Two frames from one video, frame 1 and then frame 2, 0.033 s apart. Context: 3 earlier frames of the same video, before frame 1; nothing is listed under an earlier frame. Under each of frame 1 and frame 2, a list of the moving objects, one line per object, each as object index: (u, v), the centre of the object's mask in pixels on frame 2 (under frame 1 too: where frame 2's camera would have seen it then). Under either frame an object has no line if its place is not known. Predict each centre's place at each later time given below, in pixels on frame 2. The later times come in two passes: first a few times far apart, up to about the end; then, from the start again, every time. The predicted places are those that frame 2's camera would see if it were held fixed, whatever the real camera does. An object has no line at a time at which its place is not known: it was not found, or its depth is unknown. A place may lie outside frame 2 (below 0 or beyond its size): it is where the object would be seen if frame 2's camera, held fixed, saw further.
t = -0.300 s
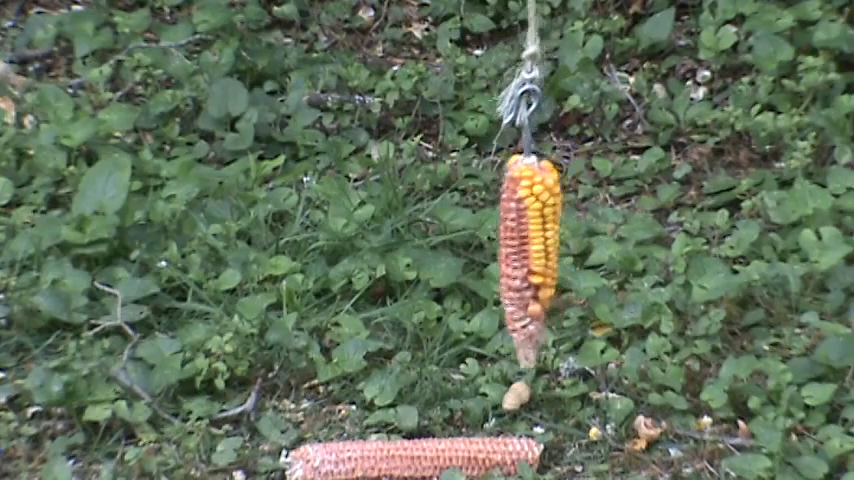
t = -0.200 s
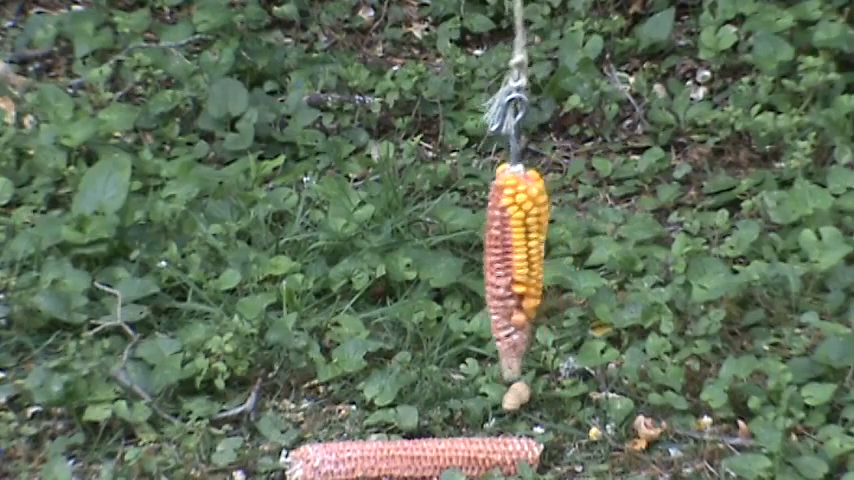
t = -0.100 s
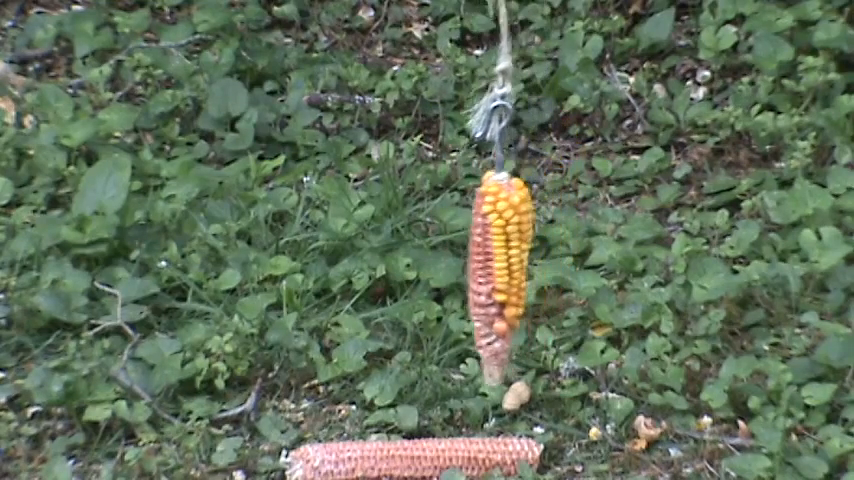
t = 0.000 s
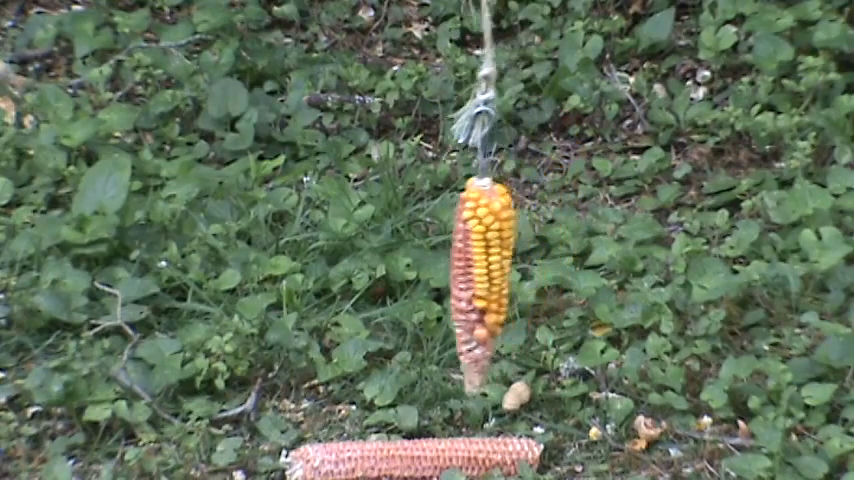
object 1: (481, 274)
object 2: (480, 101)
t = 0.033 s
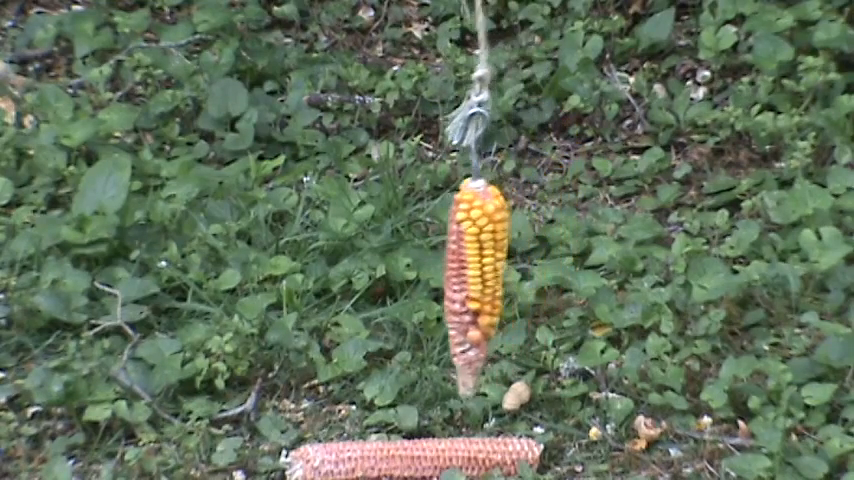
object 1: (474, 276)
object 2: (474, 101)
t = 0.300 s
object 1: (426, 282)
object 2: (427, 107)
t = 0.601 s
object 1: (387, 271)
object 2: (387, 102)
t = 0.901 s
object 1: (376, 247)
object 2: (378, 82)
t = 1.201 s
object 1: (400, 215)
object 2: (400, 61)
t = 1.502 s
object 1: (447, 191)
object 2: (444, 45)
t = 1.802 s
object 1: (497, 183)
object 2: (492, 41)
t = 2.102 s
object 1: (534, 194)
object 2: (529, 47)
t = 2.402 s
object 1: (545, 221)
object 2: (539, 65)
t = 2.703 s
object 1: (523, 251)
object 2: (518, 88)
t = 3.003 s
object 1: (475, 275)
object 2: (474, 101)
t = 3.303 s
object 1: (424, 281)
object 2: (425, 106)
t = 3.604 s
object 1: (389, 267)
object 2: (390, 99)
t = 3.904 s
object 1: (383, 242)
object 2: (384, 80)
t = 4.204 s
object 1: (407, 211)
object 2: (408, 57)
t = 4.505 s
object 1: (453, 189)
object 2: (450, 44)
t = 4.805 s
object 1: (501, 185)
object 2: (496, 41)
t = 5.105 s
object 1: (533, 198)
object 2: (528, 49)
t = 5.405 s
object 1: (540, 224)
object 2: (536, 67)
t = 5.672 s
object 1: (521, 252)
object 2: (516, 87)
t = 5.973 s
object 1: (477, 274)
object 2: (474, 100)
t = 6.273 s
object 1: (427, 279)
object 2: (428, 103)
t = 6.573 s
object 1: (393, 266)
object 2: (395, 96)
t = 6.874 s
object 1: (387, 242)
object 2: (388, 79)
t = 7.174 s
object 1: (410, 212)
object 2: (410, 58)
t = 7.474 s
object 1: (453, 190)
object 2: (451, 45)
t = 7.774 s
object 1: (499, 186)
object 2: (494, 41)
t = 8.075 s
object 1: (530, 198)
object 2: (525, 50)
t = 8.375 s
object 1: (536, 225)
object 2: (532, 67)
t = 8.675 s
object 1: (515, 255)
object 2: (510, 88)
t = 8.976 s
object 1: (472, 275)
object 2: (469, 100)
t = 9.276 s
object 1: (425, 277)
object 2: (426, 102)
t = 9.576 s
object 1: (395, 263)
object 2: (396, 95)
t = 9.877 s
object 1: (393, 238)
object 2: (393, 79)
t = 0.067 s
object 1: (469, 277)
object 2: (468, 103)
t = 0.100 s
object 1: (462, 279)
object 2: (461, 103)
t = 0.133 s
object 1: (456, 280)
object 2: (456, 104)
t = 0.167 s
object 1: (449, 281)
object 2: (450, 105)
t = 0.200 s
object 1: (444, 282)
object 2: (443, 106)
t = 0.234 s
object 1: (437, 282)
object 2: (438, 107)
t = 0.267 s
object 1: (432, 282)
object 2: (433, 105)
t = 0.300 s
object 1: (426, 282)
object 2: (427, 107)
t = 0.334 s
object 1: (420, 282)
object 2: (421, 104)
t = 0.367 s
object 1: (415, 281)
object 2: (416, 104)
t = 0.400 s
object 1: (410, 280)
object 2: (411, 105)
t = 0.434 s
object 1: (405, 279)
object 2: (406, 103)
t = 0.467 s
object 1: (401, 279)
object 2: (402, 103)
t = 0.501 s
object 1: (397, 277)
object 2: (398, 104)
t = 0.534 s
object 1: (393, 275)
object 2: (394, 103)
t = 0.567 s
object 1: (390, 272)
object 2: (390, 103)
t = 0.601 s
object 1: (387, 271)
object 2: (387, 102)
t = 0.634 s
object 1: (384, 269)
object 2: (385, 102)
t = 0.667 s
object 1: (381, 266)
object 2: (383, 100)
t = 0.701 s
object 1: (380, 264)
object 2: (380, 98)
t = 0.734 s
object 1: (378, 261)
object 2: (379, 95)
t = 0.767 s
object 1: (377, 259)
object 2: (378, 91)
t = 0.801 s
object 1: (376, 256)
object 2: (378, 88)
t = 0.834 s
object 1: (376, 253)
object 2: (378, 86)
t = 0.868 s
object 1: (376, 250)
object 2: (378, 84)
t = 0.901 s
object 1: (376, 247)
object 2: (378, 82)
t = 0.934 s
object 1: (377, 244)
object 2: (379, 79)
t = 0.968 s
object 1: (379, 240)
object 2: (381, 77)
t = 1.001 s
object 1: (381, 236)
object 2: (383, 74)
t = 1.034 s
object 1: (383, 233)
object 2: (384, 72)
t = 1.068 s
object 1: (385, 229)
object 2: (387, 68)
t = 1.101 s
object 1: (388, 225)
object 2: (390, 66)
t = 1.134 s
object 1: (392, 222)
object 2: (392, 65)
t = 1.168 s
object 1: (396, 219)
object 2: (396, 63)
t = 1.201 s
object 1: (400, 215)
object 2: (400, 61)
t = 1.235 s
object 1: (404, 212)
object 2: (405, 57)
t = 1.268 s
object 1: (409, 209)
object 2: (409, 56)
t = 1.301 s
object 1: (413, 206)
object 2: (413, 55)
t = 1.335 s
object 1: (419, 203)
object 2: (417, 52)
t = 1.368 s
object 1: (424, 200)
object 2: (422, 50)
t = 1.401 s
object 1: (430, 197)
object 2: (427, 48)
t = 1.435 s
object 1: (435, 194)
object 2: (432, 46)
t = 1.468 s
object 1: (441, 193)
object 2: (438, 46)
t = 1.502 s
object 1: (447, 191)
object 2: (444, 45)
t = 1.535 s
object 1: (453, 189)
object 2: (449, 44)
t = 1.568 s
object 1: (459, 188)
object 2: (454, 43)
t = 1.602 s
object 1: (464, 186)
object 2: (459, 43)
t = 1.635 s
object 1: (470, 185)
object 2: (465, 42)
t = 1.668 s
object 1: (476, 184)
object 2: (470, 41)
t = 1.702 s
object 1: (481, 183)
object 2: (477, 41)
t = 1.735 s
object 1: (487, 183)
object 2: (482, 40)
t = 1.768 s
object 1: (493, 183)
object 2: (487, 41)
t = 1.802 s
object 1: (497, 183)
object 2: (492, 41)
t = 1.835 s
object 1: (503, 184)
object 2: (497, 41)
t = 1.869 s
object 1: (507, 184)
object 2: (502, 41)
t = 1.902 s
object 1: (512, 185)
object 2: (506, 42)
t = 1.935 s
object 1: (516, 186)
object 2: (511, 41)
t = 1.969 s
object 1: (521, 187)
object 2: (515, 41)
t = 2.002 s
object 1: (525, 188)
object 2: (520, 42)
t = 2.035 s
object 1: (528, 191)
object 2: (523, 43)
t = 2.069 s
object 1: (531, 192)
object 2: (526, 45)
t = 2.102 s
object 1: (534, 194)
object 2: (529, 47)
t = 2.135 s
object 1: (537, 197)
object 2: (532, 48)
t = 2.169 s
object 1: (539, 200)
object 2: (534, 49)
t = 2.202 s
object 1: (541, 202)
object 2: (536, 51)
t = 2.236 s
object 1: (542, 205)
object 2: (538, 53)
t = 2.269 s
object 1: (544, 208)
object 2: (539, 55)
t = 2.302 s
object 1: (544, 211)
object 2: (540, 58)
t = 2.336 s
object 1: (545, 214)
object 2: (540, 61)
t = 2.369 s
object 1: (545, 217)
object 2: (540, 63)
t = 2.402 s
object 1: (545, 221)
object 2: (539, 65)
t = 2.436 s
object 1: (544, 224)
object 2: (539, 68)
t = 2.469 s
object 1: (543, 228)
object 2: (538, 71)
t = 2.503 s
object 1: (541, 231)
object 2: (536, 73)
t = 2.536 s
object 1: (539, 235)
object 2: (533, 75)
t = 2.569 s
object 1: (537, 238)
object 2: (531, 78)
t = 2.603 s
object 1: (534, 242)
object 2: (528, 81)
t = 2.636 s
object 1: (530, 246)
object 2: (525, 83)
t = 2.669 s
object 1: (527, 249)
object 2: (522, 85)
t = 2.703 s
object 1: (523, 251)
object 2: (518, 88)
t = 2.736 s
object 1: (519, 255)
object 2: (514, 89)
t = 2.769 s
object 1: (514, 258)
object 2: (510, 91)
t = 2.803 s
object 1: (509, 261)
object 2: (506, 92)
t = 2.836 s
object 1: (504, 264)
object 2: (500, 95)
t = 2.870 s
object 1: (498, 266)
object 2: (496, 96)
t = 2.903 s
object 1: (493, 268)
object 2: (491, 96)
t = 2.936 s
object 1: (487, 271)
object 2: (485, 100)
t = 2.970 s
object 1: (481, 273)
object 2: (480, 100)
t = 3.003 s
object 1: (475, 275)
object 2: (474, 101)
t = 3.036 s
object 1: (469, 276)
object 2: (469, 101)
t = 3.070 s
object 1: (464, 278)
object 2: (463, 103)
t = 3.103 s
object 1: (458, 278)
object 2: (457, 103)
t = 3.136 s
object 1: (452, 279)
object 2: (452, 103)
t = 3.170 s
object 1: (446, 281)
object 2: (446, 102)
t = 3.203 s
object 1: (440, 281)
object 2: (441, 105)
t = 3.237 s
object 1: (435, 281)
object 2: (436, 103)
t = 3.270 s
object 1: (430, 281)
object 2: (431, 104)
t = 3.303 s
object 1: (424, 281)
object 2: (425, 106)
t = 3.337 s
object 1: (419, 280)
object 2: (420, 103)
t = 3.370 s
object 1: (414, 280)
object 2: (415, 95)
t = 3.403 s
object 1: (410, 279)
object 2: (411, 102)
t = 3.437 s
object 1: (405, 277)
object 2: (407, 101)
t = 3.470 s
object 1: (402, 276)
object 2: (403, 99)
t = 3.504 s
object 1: (398, 274)
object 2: (399, 99)
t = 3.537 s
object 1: (395, 273)
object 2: (396, 100)
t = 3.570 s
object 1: (392, 270)
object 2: (392, 101)
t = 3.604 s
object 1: (389, 267)
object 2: (390, 99)
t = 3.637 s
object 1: (387, 265)
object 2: (387, 97)
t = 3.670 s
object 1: (385, 263)
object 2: (386, 95)
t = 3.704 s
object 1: (384, 260)
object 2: (384, 94)
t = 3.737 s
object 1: (382, 257)
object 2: (383, 91)
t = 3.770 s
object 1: (382, 254)
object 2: (382, 93)
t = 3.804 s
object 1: (382, 251)
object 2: (382, 87)
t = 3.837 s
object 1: (382, 248)
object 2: (382, 85)
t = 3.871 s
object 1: (382, 246)
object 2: (383, 83)
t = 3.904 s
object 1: (383, 242)
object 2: (384, 80)
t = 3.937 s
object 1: (384, 239)
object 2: (386, 77)
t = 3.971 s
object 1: (386, 236)
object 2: (387, 75)
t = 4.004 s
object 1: (388, 232)
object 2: (389, 72)
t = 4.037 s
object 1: (390, 229)
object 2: (391, 69)
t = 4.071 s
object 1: (393, 226)
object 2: (393, 69)
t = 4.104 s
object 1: (396, 222)
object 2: (397, 64)
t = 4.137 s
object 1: (399, 218)
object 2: (400, 62)
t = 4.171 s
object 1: (403, 215)
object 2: (404, 59)
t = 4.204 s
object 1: (407, 211)
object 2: (408, 57)
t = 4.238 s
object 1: (412, 208)
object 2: (412, 55)
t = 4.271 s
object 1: (416, 205)
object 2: (416, 53)
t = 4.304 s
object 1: (421, 203)
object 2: (420, 51)
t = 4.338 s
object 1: (426, 200)
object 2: (424, 51)
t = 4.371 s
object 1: (431, 197)
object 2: (429, 48)
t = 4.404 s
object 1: (437, 195)
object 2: (435, 48)
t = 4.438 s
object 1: (442, 193)
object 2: (440, 47)
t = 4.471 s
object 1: (448, 191)
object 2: (445, 47)
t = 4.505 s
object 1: (453, 189)
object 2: (450, 44)
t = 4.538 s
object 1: (459, 188)
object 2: (455, 43)
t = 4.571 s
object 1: (464, 187)
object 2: (460, 43)
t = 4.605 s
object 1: (470, 186)
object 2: (465, 41)
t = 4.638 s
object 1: (475, 185)
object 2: (470, 41)
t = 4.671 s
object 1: (481, 184)
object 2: (476, 42)
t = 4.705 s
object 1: (486, 184)
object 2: (481, 41)
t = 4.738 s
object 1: (492, 184)
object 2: (486, 41)
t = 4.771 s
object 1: (496, 184)
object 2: (490, 42)
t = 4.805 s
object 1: (501, 185)
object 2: (496, 41)
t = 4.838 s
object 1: (506, 186)
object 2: (500, 41)
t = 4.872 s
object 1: (510, 187)
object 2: (504, 42)
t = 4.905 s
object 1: (515, 188)
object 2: (508, 43)
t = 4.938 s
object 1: (519, 188)
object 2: (513, 43)
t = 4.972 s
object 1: (522, 189)
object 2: (516, 44)
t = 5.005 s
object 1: (525, 192)
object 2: (520, 45)
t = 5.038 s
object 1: (528, 194)
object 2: (523, 46)
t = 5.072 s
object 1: (531, 196)
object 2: (526, 47)
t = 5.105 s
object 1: (533, 198)
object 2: (528, 49)
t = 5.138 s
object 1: (536, 201)
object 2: (531, 50)
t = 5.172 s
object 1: (538, 204)
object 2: (534, 52)
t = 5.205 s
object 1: (539, 206)
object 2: (535, 54)
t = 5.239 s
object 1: (540, 209)
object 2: (536, 56)
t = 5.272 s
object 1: (540, 212)
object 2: (537, 58)
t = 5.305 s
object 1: (541, 215)
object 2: (537, 59)
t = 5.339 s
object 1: (541, 218)
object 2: (537, 62)
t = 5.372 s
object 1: (541, 221)
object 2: (536, 65)
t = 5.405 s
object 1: (540, 224)
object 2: (536, 67)
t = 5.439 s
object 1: (539, 228)
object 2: (534, 69)
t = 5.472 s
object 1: (537, 231)
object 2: (533, 72)
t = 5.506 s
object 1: (535, 235)
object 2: (531, 74)
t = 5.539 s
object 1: (533, 238)
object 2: (529, 77)
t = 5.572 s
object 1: (531, 242)
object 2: (526, 80)
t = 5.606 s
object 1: (528, 246)
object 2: (523, 83)
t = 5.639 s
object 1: (524, 248)
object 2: (519, 84)
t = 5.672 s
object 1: (521, 252)
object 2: (516, 87)
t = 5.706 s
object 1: (517, 255)
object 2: (512, 89)
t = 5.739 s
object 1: (513, 258)
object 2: (508, 90)
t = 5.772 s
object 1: (508, 261)
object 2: (504, 94)
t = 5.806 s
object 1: (503, 263)
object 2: (500, 95)
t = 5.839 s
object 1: (498, 265)
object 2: (495, 95)
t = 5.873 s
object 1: (493, 267)
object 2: (490, 96)
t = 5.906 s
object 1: (487, 270)
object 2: (485, 101)
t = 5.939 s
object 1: (482, 272)
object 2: (480, 99)
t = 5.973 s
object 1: (477, 274)
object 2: (474, 100)
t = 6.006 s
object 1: (470, 276)
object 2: (469, 101)
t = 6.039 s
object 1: (465, 277)
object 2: (463, 102)
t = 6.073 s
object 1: (459, 278)
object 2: (458, 102)
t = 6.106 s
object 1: (453, 278)
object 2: (453, 103)
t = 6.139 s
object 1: (448, 279)
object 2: (448, 103)
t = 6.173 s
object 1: (442, 279)
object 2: (443, 104)
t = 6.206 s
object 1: (437, 279)
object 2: (438, 103)
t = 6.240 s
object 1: (432, 279)
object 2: (433, 101)
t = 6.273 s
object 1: (427, 279)
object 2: (428, 103)
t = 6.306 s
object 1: (422, 279)
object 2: (423, 104)
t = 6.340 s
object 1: (417, 278)
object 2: (419, 102)
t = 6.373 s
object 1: (413, 277)
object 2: (414, 102)
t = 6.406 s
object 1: (408, 275)
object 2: (410, 101)
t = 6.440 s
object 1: (405, 274)
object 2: (407, 99)
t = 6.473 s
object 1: (401, 272)
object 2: (404, 97)
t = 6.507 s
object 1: (398, 271)
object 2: (400, 98)
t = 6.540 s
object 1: (396, 269)
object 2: (398, 97)
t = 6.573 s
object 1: (393, 266)
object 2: (395, 96)
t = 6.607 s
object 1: (391, 264)
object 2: (392, 95)
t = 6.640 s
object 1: (390, 261)
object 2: (391, 93)
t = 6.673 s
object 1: (389, 259)
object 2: (389, 91)
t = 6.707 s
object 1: (387, 257)
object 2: (387, 90)
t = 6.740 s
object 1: (387, 254)
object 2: (386, 88)
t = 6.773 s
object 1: (387, 251)
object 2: (386, 86)
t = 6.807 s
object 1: (386, 248)
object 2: (386, 84)
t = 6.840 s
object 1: (387, 245)
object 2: (387, 82)
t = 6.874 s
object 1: (387, 242)
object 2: (388, 79)
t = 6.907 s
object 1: (389, 239)
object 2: (390, 78)
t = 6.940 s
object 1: (390, 235)
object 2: (391, 77)
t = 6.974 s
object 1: (392, 232)
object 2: (392, 75)
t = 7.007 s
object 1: (394, 229)
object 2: (395, 70)
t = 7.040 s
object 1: (397, 225)
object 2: (397, 68)
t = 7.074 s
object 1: (400, 222)
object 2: (400, 64)
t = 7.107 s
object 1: (403, 218)
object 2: (403, 62)
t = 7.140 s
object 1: (406, 215)
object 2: (407, 60)
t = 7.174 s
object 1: (410, 212)
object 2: (410, 58)
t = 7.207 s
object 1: (414, 209)
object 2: (414, 56)
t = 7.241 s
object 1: (418, 205)
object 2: (418, 52)
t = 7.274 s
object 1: (423, 202)
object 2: (422, 51)
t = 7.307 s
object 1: (428, 200)
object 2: (426, 50)
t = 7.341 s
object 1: (433, 197)
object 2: (431, 49)
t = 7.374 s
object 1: (438, 195)
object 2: (437, 48)
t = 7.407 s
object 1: (443, 193)
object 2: (441, 47)
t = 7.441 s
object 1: (448, 192)
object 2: (446, 46)
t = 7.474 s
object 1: (453, 190)
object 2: (451, 45)
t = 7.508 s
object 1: (459, 189)
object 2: (455, 43)
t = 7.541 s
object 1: (464, 188)
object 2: (460, 43)
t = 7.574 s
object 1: (469, 187)
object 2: (464, 42)
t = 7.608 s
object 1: (475, 186)
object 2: (470, 42)
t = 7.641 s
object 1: (480, 185)
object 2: (475, 42)
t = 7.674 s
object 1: (485, 185)
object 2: (480, 41)
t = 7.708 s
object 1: (490, 185)
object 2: (485, 41)
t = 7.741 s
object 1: (495, 185)
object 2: (489, 42)
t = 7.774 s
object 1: (499, 186)
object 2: (494, 41)
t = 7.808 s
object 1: (504, 186)
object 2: (499, 42)
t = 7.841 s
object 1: (508, 187)
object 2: (502, 42)
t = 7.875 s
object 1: (512, 188)
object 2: (506, 45)
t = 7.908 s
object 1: (516, 189)
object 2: (509, 46)
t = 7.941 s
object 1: (519, 190)
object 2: (513, 48)
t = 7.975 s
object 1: (523, 192)
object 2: (517, 47)
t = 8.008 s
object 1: (525, 194)
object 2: (520, 46)
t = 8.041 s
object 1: (528, 196)
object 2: (523, 48)
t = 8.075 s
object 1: (530, 198)
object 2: (525, 50)
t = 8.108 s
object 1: (532, 201)
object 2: (527, 52)
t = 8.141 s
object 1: (534, 204)
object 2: (529, 53)
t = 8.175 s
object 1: (535, 207)
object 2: (531, 54)
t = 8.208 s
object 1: (536, 210)
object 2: (532, 57)
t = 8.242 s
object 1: (537, 213)
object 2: (533, 59)
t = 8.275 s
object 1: (537, 216)
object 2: (533, 61)
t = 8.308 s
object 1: (537, 218)
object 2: (534, 63)
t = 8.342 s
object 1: (537, 222)
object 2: (533, 65)
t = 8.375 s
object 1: (536, 225)
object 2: (532, 67)
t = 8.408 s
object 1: (535, 228)
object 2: (532, 69)
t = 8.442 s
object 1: (534, 232)
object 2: (530, 72)
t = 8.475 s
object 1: (532, 235)
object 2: (529, 74)
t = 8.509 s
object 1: (530, 239)
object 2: (526, 77)
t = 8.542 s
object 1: (527, 242)
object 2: (523, 80)
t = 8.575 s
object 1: (525, 245)
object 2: (520, 83)
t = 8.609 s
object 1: (521, 248)
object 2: (517, 84)
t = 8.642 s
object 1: (518, 251)
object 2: (514, 86)
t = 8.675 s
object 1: (515, 255)
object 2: (510, 88)
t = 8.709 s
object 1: (510, 257)
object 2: (507, 90)
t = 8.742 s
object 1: (506, 260)
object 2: (503, 94)
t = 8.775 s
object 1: (502, 262)
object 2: (498, 95)
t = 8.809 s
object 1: (497, 264)
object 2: (494, 95)
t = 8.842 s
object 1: (492, 267)
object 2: (489, 96)
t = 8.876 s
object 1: (488, 269)
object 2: (484, 100)
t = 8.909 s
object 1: (482, 271)
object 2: (480, 99)
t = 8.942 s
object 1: (476, 272)
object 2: (474, 99)
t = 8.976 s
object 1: (472, 275)
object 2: (469, 100)
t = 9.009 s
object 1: (466, 275)
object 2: (464, 98)
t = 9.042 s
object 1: (461, 276)
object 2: (459, 101)
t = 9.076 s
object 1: (455, 277)
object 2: (454, 102)
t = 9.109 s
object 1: (450, 277)
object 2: (450, 99)
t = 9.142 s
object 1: (444, 278)
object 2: (444, 104)
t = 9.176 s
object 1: (439, 279)
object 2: (440, 103)
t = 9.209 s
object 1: (434, 278)
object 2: (435, 101)
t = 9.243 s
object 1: (430, 278)
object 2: (431, 100)
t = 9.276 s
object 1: (425, 277)
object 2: (426, 102)
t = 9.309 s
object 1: (420, 276)
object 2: (422, 102)
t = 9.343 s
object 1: (416, 276)
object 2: (418, 100)
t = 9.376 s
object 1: (413, 274)
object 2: (414, 93)
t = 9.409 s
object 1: (408, 273)
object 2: (410, 99)
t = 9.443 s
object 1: (405, 271)
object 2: (407, 98)
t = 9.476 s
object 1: (402, 270)
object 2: (405, 96)
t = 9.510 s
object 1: (399, 267)
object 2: (402, 94)
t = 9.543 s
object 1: (397, 265)
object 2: (399, 94)
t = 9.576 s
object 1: (395, 263)
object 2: (396, 95)
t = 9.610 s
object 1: (394, 261)
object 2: (395, 94)
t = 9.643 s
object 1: (392, 258)
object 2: (393, 93)
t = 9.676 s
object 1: (392, 256)
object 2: (392, 91)
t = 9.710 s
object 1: (391, 253)
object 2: (391, 89)
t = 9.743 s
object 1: (391, 250)
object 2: (390, 90)
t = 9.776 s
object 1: (391, 247)
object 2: (391, 86)
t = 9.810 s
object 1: (391, 244)
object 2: (391, 84)
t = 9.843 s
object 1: (392, 241)
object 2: (392, 81)
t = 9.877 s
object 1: (393, 238)
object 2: (393, 79)
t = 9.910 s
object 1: (394, 235)
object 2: (394, 77)
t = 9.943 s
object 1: (396, 231)
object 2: (396, 71)
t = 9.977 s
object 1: (398, 228)
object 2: (398, 69)
